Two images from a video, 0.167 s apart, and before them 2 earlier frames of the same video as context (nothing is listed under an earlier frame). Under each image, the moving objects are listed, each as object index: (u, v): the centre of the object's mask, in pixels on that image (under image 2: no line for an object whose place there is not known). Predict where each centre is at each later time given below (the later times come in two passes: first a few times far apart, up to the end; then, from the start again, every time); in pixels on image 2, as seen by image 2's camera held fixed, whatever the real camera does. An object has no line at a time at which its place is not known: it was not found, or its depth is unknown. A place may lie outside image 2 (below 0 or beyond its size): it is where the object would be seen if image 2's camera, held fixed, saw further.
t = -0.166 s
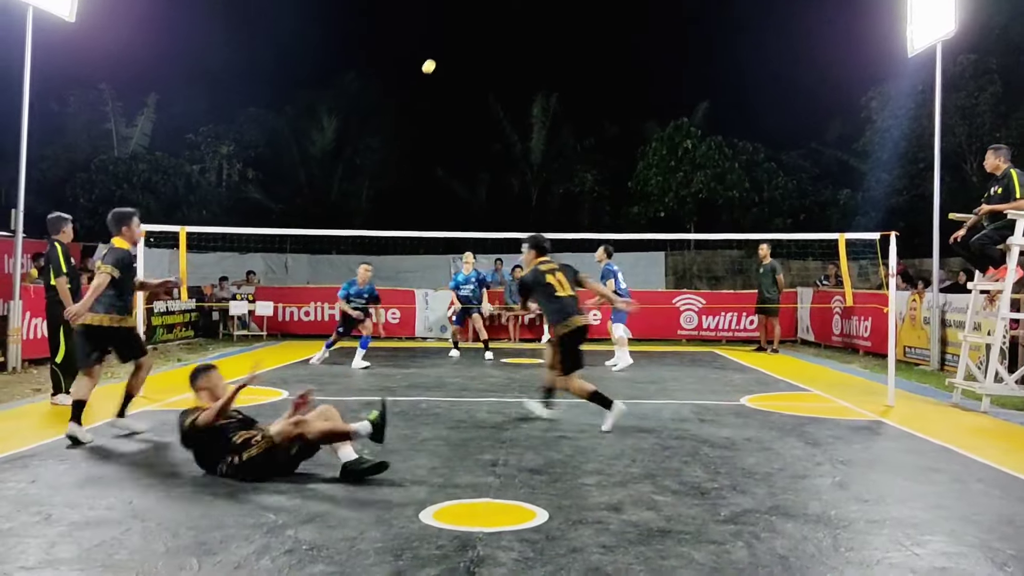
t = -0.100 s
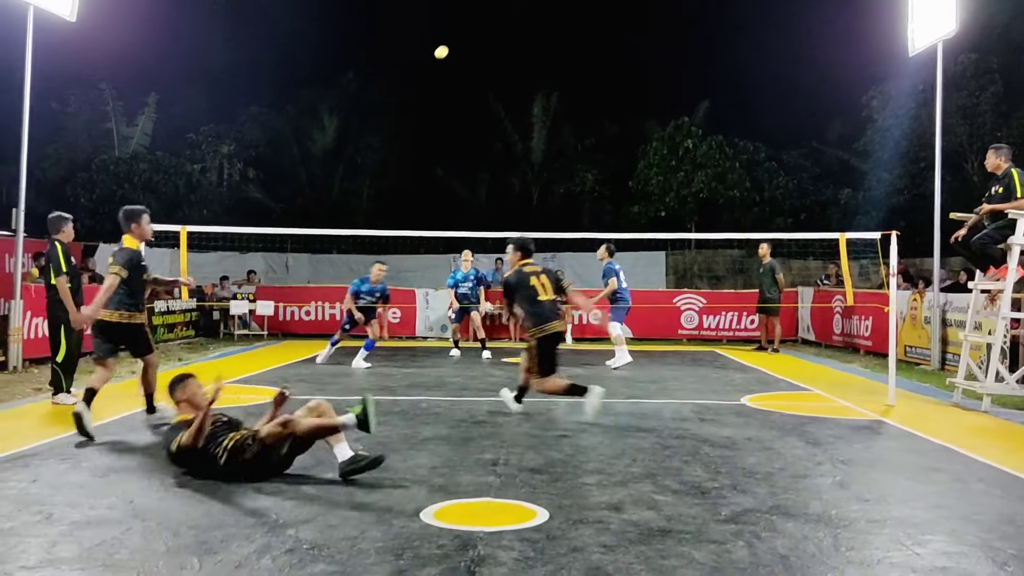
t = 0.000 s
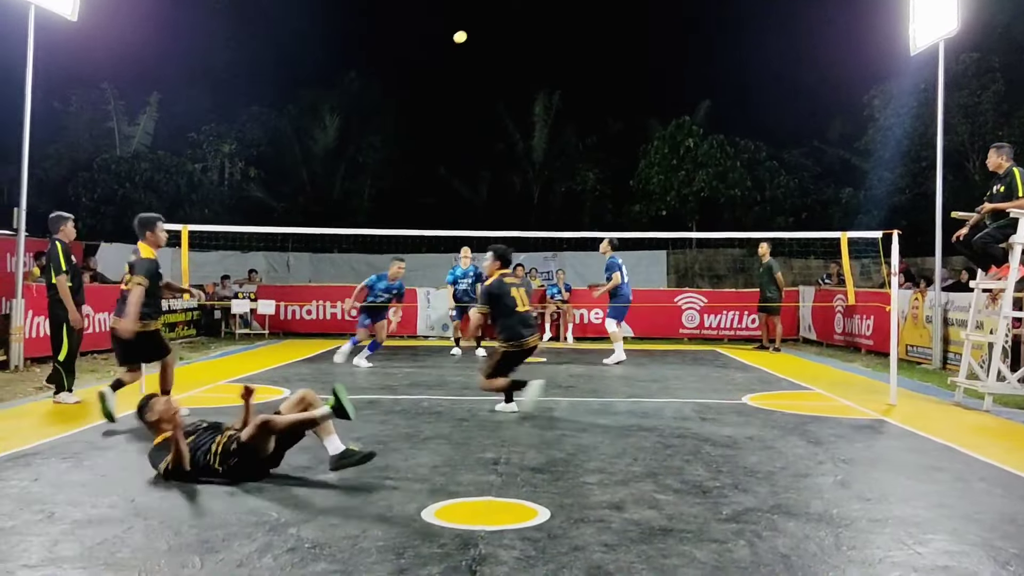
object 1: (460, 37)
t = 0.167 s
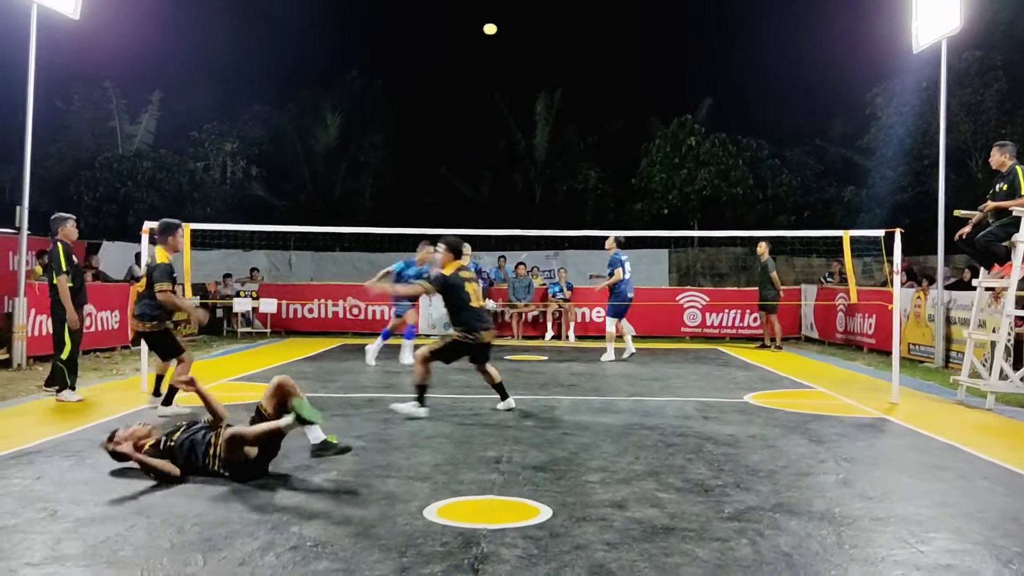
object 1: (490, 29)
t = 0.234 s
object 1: (501, 32)
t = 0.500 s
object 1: (541, 76)
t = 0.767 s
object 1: (578, 166)
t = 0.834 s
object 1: (587, 195)
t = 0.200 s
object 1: (495, 30)
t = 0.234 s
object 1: (501, 32)
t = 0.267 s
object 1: (506, 35)
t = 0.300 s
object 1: (511, 39)
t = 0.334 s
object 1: (516, 43)
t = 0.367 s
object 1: (521, 48)
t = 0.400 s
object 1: (526, 54)
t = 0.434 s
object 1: (531, 61)
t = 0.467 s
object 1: (536, 68)
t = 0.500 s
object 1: (541, 76)
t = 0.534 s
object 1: (546, 85)
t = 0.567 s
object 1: (551, 95)
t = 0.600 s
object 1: (556, 105)
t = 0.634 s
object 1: (560, 116)
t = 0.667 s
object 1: (565, 127)
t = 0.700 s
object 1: (569, 140)
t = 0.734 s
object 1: (574, 152)
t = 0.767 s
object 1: (578, 166)
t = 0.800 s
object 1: (583, 180)
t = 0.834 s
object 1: (587, 195)
